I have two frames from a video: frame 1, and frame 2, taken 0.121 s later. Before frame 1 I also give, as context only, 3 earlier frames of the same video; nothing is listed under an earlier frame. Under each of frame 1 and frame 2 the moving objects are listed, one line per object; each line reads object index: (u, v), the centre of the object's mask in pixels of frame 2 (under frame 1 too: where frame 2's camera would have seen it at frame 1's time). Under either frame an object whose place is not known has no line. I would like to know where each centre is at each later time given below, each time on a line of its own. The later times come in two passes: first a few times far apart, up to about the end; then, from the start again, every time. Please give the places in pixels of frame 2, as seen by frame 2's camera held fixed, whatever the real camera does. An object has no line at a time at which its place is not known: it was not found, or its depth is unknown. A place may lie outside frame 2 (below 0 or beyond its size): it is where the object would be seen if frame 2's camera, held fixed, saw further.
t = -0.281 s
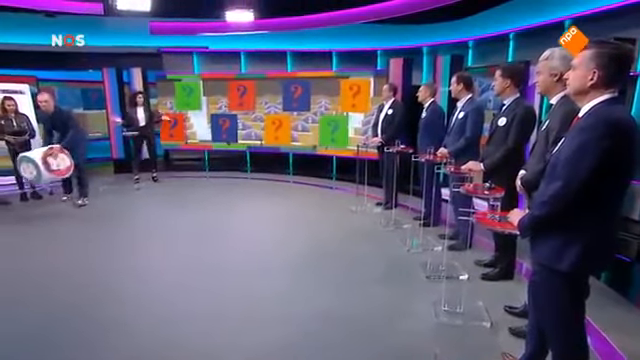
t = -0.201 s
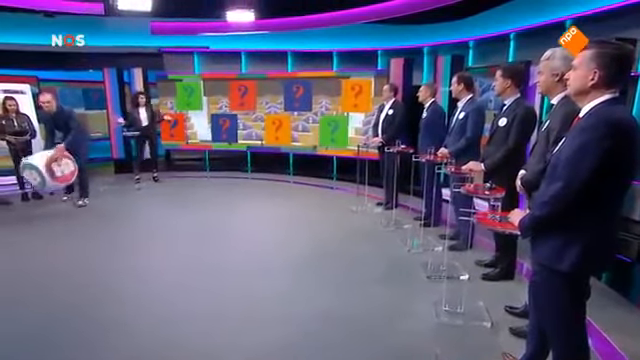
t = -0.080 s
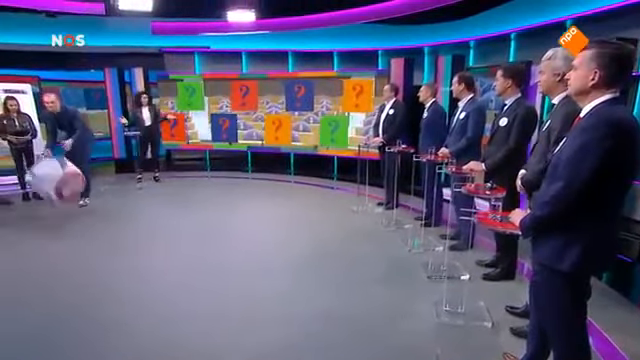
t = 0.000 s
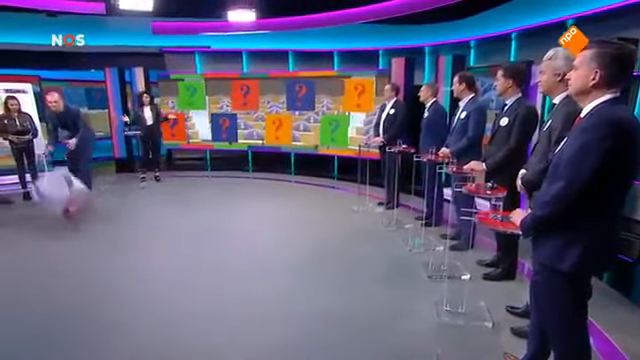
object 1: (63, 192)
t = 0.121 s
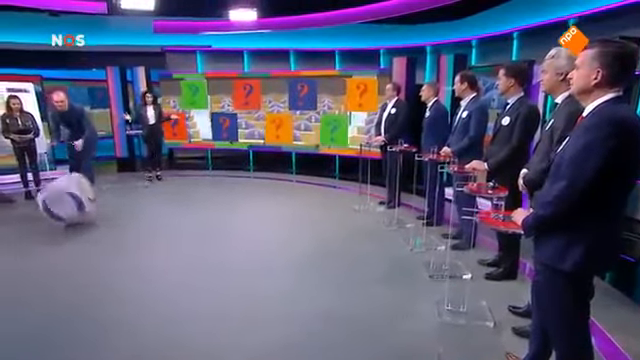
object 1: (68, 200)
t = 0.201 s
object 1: (70, 200)
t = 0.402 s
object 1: (79, 210)
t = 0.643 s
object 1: (81, 223)
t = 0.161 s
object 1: (69, 200)
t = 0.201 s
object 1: (70, 200)
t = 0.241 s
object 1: (72, 203)
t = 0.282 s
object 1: (74, 207)
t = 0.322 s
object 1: (77, 211)
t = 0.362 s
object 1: (78, 211)
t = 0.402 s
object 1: (79, 210)
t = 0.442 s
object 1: (78, 210)
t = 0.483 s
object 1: (79, 211)
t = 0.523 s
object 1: (80, 218)
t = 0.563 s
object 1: (82, 222)
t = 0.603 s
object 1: (82, 224)
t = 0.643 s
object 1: (81, 223)
